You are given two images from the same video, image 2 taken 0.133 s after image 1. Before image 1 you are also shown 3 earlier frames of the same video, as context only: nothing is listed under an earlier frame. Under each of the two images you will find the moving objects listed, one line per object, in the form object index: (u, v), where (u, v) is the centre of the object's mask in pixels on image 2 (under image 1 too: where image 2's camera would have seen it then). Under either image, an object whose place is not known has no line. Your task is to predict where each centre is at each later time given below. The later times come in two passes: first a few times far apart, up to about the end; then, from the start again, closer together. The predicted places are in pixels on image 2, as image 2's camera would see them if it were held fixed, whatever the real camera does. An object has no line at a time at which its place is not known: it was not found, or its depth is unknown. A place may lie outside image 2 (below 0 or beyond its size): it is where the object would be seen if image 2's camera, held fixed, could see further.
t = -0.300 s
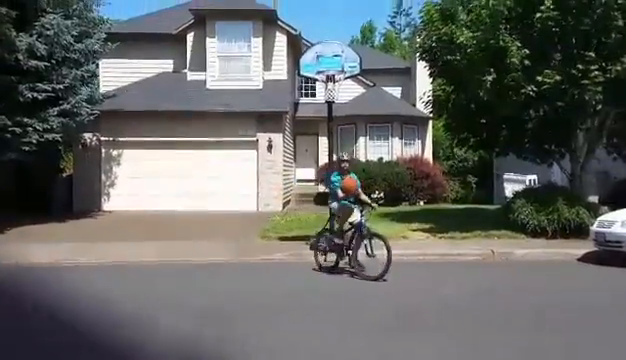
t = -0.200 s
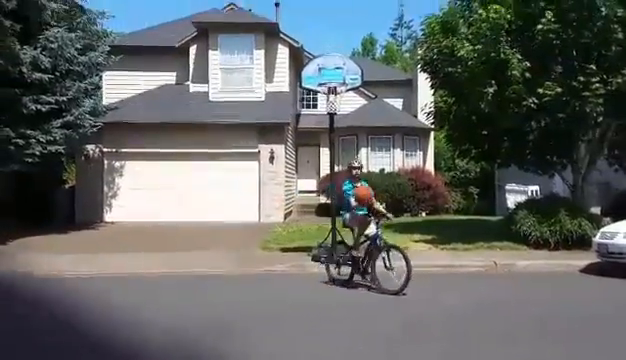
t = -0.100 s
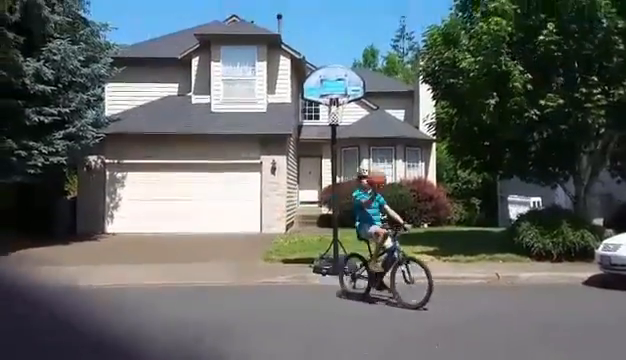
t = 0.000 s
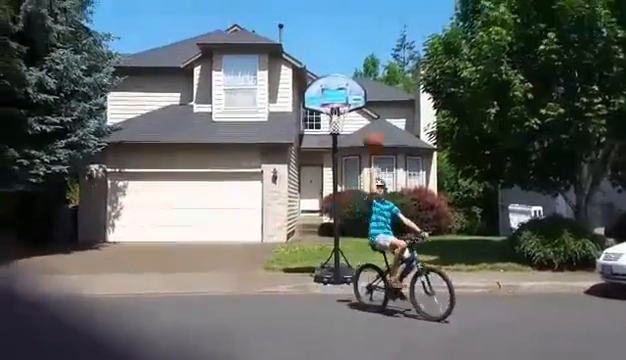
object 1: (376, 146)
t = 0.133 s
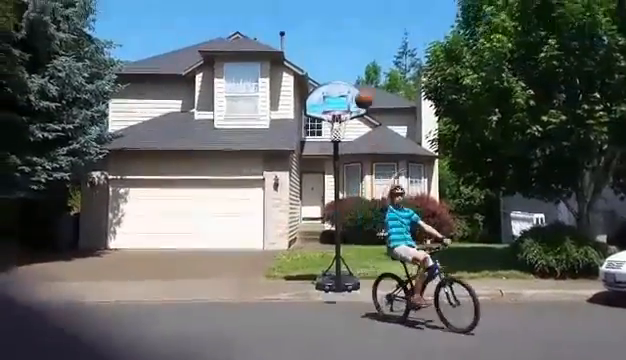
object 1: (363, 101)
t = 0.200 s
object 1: (358, 81)
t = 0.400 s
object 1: (346, 49)
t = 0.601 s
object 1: (334, 45)
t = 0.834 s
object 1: (323, 70)
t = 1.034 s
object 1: (313, 86)
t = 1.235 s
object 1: (302, 116)
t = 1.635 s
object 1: (277, 257)
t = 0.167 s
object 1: (361, 89)
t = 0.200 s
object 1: (358, 81)
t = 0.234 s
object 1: (356, 74)
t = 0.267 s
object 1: (353, 67)
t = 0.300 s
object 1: (351, 61)
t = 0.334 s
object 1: (350, 56)
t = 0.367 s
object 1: (348, 52)
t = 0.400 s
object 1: (346, 49)
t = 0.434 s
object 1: (344, 46)
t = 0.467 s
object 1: (342, 45)
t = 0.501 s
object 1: (340, 43)
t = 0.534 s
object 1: (338, 43)
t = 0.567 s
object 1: (336, 44)
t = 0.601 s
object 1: (334, 45)
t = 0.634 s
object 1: (333, 47)
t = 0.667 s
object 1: (331, 50)
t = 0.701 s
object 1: (330, 52)
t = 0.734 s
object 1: (328, 56)
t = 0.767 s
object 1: (326, 60)
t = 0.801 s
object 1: (325, 64)
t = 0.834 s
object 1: (323, 70)
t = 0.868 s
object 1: (321, 76)
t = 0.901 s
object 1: (320, 80)
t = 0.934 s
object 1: (318, 81)
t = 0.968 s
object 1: (316, 82)
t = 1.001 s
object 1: (314, 83)
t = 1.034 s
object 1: (313, 86)
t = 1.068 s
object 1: (311, 89)
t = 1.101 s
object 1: (309, 93)
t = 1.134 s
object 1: (307, 97)
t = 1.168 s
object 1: (304, 103)
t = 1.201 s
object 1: (303, 108)
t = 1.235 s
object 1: (302, 116)
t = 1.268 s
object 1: (300, 124)
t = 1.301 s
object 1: (297, 131)
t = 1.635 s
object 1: (277, 257)
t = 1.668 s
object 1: (274, 275)
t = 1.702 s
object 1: (272, 293)
